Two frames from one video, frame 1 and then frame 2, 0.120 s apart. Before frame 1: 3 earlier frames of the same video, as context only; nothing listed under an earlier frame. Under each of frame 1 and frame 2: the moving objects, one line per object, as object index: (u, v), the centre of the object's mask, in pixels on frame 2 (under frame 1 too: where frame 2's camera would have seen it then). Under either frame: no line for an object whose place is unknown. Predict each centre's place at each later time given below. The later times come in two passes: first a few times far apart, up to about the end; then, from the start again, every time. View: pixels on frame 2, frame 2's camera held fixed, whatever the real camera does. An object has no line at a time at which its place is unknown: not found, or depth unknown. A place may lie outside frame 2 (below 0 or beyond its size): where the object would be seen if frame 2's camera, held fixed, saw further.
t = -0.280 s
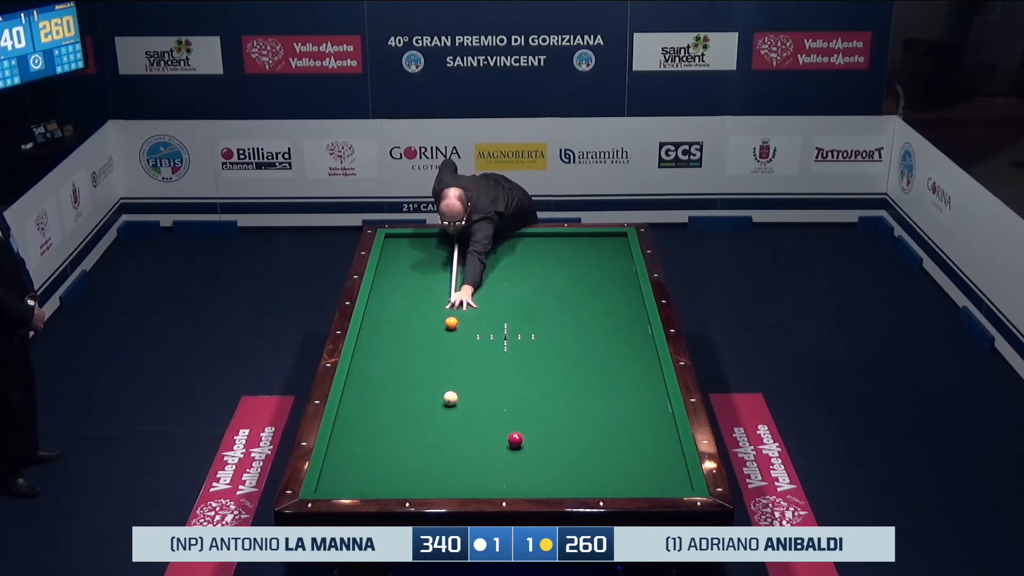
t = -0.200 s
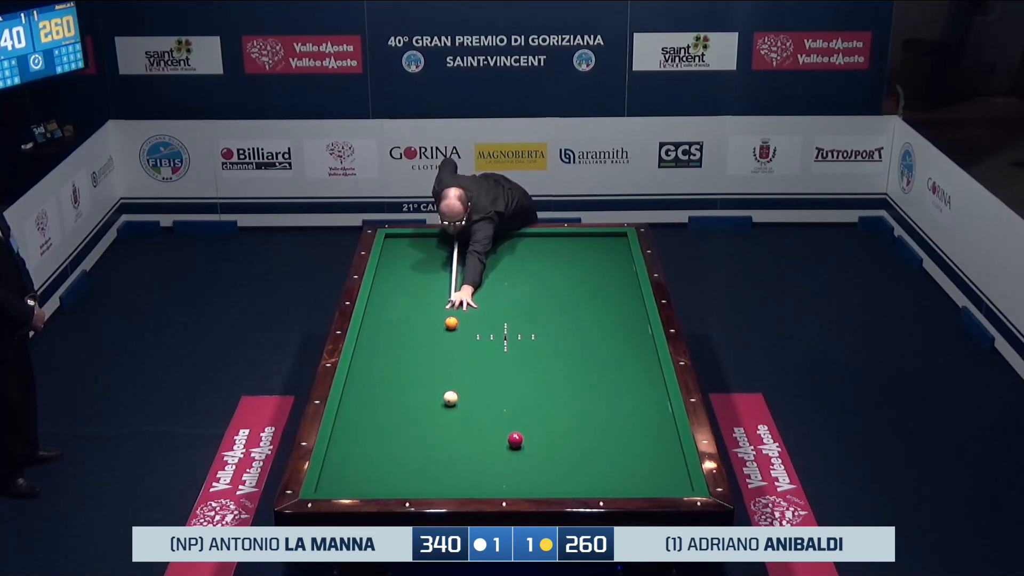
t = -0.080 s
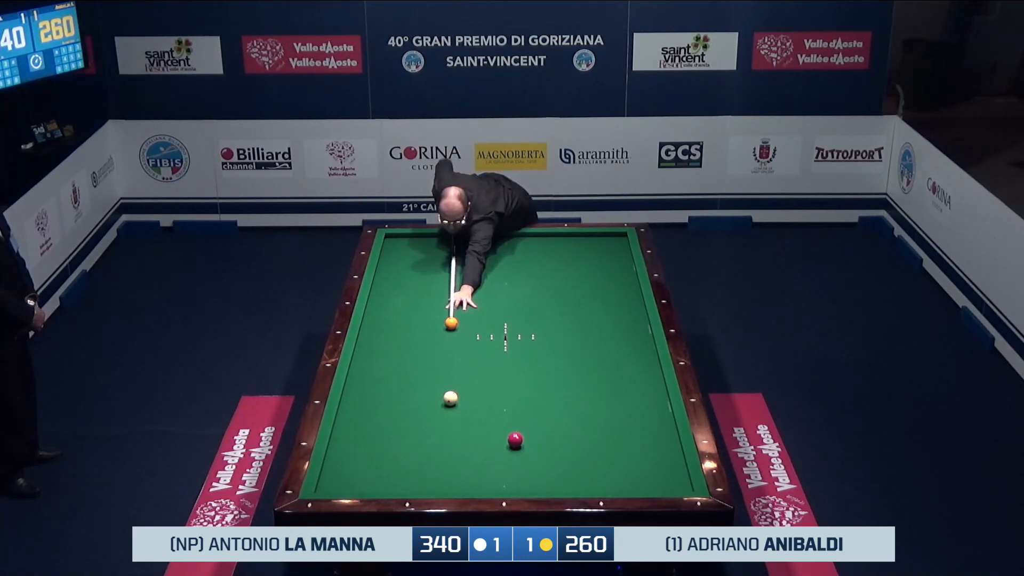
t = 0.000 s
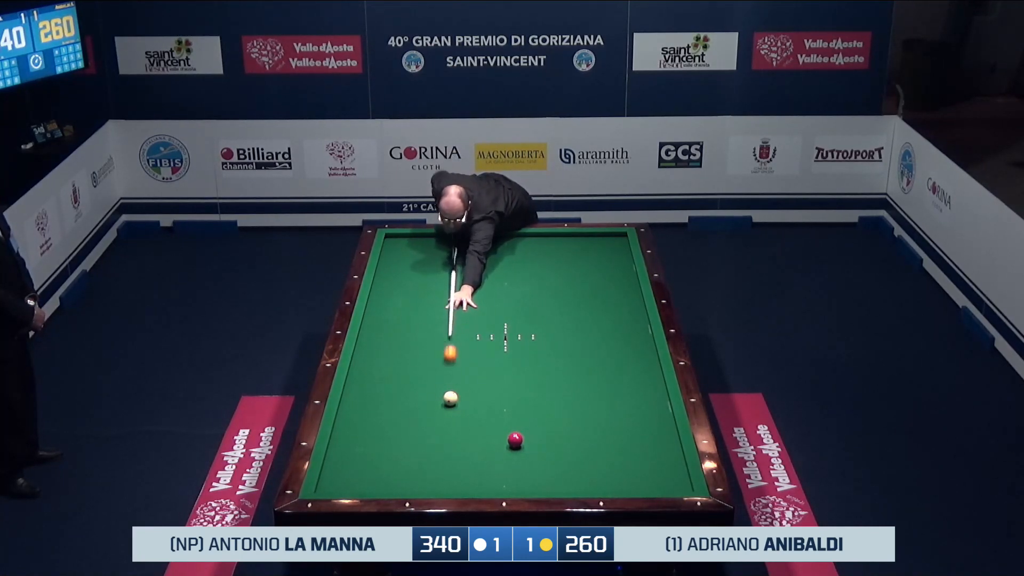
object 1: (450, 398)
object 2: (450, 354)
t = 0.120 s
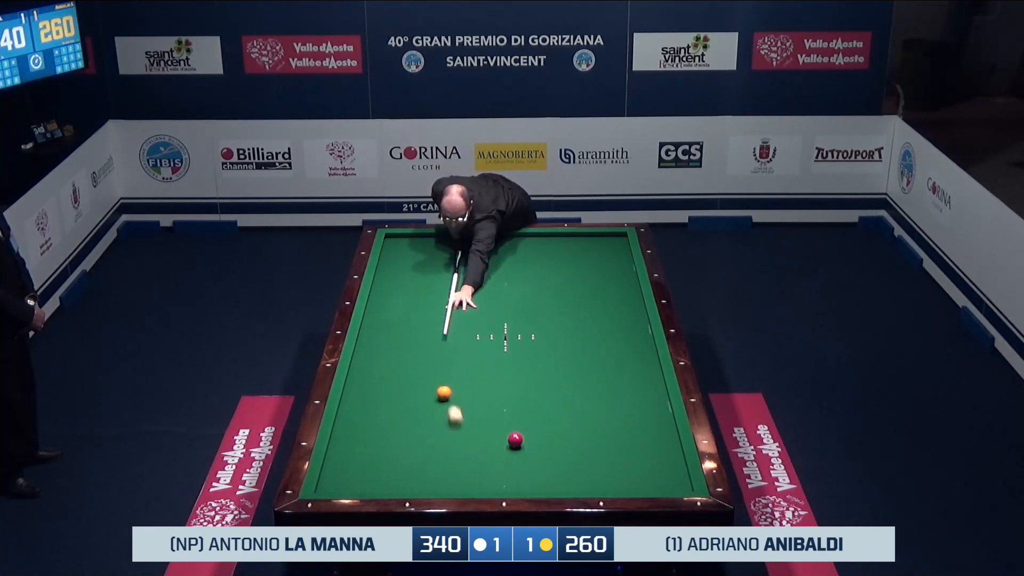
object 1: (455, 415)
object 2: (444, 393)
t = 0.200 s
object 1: (465, 454)
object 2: (435, 396)
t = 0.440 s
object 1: (488, 423)
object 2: (412, 403)
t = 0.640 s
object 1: (499, 367)
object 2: (392, 409)
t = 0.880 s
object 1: (510, 318)
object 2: (369, 417)
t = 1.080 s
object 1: (518, 285)
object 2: (350, 423)
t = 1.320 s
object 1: (526, 251)
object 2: (346, 428)
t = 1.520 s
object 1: (530, 242)
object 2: (355, 432)
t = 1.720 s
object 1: (530, 262)
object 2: (363, 435)
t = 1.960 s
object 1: (531, 283)
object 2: (372, 439)
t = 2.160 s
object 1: (532, 301)
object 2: (380, 442)
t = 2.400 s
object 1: (533, 324)
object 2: (389, 445)
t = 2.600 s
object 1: (534, 345)
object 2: (396, 448)
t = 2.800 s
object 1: (535, 367)
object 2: (403, 451)
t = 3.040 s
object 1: (536, 396)
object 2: (411, 454)
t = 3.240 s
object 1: (536, 422)
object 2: (418, 456)
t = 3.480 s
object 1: (538, 455)
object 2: (425, 459)
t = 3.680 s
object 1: (539, 484)
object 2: (430, 461)
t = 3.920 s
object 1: (537, 467)
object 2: (437, 464)
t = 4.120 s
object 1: (536, 450)
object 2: (442, 466)
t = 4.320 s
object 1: (534, 434)
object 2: (446, 468)
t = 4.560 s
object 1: (533, 416)
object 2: (452, 470)
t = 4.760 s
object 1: (532, 402)
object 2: (456, 472)
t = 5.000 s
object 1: (530, 386)
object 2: (460, 473)
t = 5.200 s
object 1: (530, 374)
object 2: (463, 475)
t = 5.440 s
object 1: (529, 360)
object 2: (467, 476)
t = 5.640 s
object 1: (528, 349)
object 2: (470, 477)
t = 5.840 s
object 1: (527, 339)
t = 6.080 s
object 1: (526, 327)
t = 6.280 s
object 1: (525, 318)
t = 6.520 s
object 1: (524, 307)
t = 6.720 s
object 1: (523, 299)
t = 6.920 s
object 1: (522, 291)
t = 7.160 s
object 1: (522, 282)
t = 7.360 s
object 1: (521, 275)
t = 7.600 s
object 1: (520, 267)
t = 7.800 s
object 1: (519, 261)
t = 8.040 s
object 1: (518, 254)
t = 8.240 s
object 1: (518, 248)
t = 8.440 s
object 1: (517, 242)
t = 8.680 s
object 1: (516, 236)
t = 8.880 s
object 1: (516, 237)
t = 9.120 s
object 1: (516, 240)
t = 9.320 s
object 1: (516, 243)
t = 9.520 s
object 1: (516, 246)
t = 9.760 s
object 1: (516, 250)
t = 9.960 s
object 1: (516, 252)
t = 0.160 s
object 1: (460, 434)
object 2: (439, 395)
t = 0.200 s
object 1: (465, 454)
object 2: (435, 396)
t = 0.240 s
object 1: (470, 475)
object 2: (431, 397)
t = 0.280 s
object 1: (475, 483)
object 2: (428, 399)
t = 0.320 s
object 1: (479, 466)
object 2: (424, 400)
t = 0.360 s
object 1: (482, 451)
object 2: (420, 401)
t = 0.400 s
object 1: (485, 436)
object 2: (416, 402)
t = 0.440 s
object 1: (488, 423)
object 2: (412, 403)
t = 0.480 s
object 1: (490, 410)
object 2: (408, 405)
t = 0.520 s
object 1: (493, 398)
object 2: (404, 406)
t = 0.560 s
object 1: (495, 387)
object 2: (400, 407)
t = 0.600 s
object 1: (498, 377)
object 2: (396, 408)
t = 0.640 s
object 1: (499, 367)
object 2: (392, 409)
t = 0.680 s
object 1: (501, 357)
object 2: (389, 411)
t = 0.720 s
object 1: (503, 349)
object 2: (385, 412)
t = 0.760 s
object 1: (505, 341)
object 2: (381, 413)
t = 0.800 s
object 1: (507, 333)
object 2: (377, 414)
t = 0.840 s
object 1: (508, 326)
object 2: (373, 416)
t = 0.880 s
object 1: (510, 318)
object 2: (369, 417)
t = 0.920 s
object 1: (512, 311)
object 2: (365, 418)
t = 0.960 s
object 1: (513, 305)
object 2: (361, 419)
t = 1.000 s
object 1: (515, 298)
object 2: (358, 421)
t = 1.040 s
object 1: (516, 292)
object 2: (354, 422)
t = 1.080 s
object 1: (518, 285)
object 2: (350, 423)
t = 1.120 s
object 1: (519, 279)
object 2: (346, 424)
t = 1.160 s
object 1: (521, 273)
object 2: (342, 425)
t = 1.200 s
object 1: (522, 267)
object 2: (340, 426)
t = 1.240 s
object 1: (523, 262)
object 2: (343, 427)
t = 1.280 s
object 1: (525, 256)
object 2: (345, 428)
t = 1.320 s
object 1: (526, 251)
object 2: (346, 428)
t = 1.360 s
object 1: (527, 245)
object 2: (348, 429)
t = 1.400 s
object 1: (528, 240)
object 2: (350, 430)
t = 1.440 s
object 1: (530, 235)
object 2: (351, 430)
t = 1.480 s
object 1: (530, 237)
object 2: (353, 431)
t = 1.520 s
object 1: (530, 242)
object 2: (355, 432)
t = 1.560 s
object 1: (530, 246)
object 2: (356, 432)
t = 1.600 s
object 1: (530, 250)
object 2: (358, 433)
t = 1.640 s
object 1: (530, 254)
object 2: (359, 434)
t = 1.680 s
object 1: (530, 258)
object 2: (361, 434)
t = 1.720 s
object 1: (530, 262)
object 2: (363, 435)
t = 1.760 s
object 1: (530, 265)
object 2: (364, 436)
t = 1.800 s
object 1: (530, 269)
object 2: (366, 436)
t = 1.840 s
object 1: (531, 272)
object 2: (368, 437)
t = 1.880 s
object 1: (531, 276)
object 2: (369, 438)
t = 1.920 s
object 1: (531, 279)
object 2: (371, 438)
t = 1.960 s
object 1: (531, 283)
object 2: (372, 439)
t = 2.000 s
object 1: (531, 286)
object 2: (374, 440)
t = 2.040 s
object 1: (531, 290)
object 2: (376, 440)
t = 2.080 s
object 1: (531, 293)
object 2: (377, 441)
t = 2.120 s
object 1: (532, 297)
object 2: (379, 441)
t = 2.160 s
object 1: (532, 301)
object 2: (380, 442)
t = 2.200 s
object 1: (532, 305)
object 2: (382, 442)
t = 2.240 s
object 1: (532, 308)
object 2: (383, 443)
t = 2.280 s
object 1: (532, 312)
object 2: (385, 444)
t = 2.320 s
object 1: (533, 316)
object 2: (386, 444)
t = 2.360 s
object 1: (533, 320)
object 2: (388, 445)
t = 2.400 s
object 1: (533, 324)
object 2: (389, 445)
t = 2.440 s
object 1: (533, 328)
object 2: (391, 446)
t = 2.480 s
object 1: (533, 332)
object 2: (392, 446)
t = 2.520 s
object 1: (533, 336)
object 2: (393, 447)
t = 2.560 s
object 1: (533, 340)
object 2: (395, 448)
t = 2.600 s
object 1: (534, 345)
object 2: (396, 448)
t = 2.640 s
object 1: (534, 349)
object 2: (398, 449)
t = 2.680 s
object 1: (534, 354)
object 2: (399, 449)
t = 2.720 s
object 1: (534, 358)
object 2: (401, 450)
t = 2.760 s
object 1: (534, 362)
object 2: (402, 450)
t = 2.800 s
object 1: (535, 367)
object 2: (403, 451)
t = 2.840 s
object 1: (535, 372)
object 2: (404, 451)
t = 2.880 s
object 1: (535, 376)
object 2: (406, 452)
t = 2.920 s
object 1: (535, 381)
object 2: (407, 452)
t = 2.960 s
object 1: (535, 386)
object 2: (408, 453)
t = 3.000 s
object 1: (535, 391)
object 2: (410, 453)
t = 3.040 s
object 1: (536, 396)
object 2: (411, 454)
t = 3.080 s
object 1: (536, 401)
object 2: (413, 454)
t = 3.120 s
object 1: (536, 406)
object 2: (414, 455)
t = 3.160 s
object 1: (536, 411)
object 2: (415, 455)
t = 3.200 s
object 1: (536, 416)
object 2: (416, 456)
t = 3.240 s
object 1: (536, 422)
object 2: (418, 456)
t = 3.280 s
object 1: (537, 427)
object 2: (419, 457)
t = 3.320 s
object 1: (537, 433)
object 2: (420, 457)
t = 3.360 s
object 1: (537, 438)
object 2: (421, 458)
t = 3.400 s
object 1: (537, 444)
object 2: (422, 458)
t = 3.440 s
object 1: (537, 449)
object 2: (423, 459)
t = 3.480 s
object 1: (538, 455)
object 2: (425, 459)
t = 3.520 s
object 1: (538, 461)
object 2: (426, 460)
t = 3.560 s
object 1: (538, 467)
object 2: (427, 460)
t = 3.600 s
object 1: (538, 473)
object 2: (428, 460)
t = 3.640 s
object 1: (539, 479)
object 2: (429, 461)
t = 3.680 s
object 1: (539, 484)
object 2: (430, 461)
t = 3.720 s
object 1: (539, 486)
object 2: (432, 462)
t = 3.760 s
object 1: (539, 483)
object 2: (432, 462)
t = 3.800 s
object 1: (538, 479)
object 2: (434, 463)
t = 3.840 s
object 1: (538, 474)
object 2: (435, 463)
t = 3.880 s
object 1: (537, 471)
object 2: (436, 464)
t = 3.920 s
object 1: (537, 467)
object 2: (437, 464)
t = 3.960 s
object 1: (537, 464)
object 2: (438, 464)
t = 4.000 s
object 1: (536, 460)
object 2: (439, 465)
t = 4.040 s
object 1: (536, 457)
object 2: (440, 465)
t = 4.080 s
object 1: (536, 453)
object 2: (441, 466)
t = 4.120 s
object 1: (536, 450)
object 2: (442, 466)
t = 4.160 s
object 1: (536, 447)
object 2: (443, 466)
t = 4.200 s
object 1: (535, 444)
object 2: (443, 467)
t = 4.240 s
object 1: (535, 440)
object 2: (444, 467)
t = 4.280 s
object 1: (535, 437)
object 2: (445, 467)
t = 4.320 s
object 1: (534, 434)
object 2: (446, 468)
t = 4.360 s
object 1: (534, 431)
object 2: (447, 468)
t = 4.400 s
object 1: (534, 428)
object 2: (448, 468)
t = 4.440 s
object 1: (533, 425)
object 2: (449, 469)
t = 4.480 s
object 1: (533, 422)
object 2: (450, 469)
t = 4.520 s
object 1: (533, 419)
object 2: (451, 470)
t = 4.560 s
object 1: (533, 416)
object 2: (452, 470)
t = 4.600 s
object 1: (533, 413)
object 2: (452, 470)
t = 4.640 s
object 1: (532, 410)
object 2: (453, 471)
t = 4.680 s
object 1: (532, 407)
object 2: (454, 471)
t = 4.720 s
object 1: (532, 405)
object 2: (455, 471)
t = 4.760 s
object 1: (532, 402)
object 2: (456, 472)
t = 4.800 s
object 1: (531, 399)
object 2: (456, 472)
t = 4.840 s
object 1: (531, 397)
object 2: (457, 472)
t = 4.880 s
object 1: (531, 394)
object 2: (458, 472)
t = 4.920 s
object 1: (531, 391)
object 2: (459, 473)
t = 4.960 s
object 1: (531, 389)
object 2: (459, 473)
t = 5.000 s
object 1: (530, 386)
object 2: (460, 473)
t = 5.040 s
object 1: (530, 384)
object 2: (461, 474)
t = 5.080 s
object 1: (530, 381)
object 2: (462, 474)
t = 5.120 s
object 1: (530, 379)
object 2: (462, 474)
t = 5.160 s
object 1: (530, 376)
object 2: (463, 474)
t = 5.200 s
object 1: (530, 374)
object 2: (463, 475)
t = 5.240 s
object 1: (529, 371)
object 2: (464, 475)
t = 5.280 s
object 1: (529, 369)
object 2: (465, 475)
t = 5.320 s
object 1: (529, 367)
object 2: (465, 475)
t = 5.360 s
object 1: (529, 365)
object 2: (466, 475)
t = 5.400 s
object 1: (529, 362)
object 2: (467, 476)
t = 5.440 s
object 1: (529, 360)
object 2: (467, 476)
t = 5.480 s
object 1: (529, 358)
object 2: (468, 476)
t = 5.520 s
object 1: (528, 355)
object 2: (469, 476)
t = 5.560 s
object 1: (528, 353)
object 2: (469, 477)
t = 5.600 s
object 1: (528, 351)
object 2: (470, 477)
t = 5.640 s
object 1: (528, 349)
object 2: (470, 477)
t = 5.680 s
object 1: (528, 347)
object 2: (470, 477)
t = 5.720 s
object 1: (527, 345)
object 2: (471, 477)
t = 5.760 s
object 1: (527, 343)
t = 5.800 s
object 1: (527, 341)
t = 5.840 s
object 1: (527, 339)
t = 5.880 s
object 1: (527, 337)
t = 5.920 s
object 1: (527, 335)
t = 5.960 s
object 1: (527, 333)
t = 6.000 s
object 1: (527, 331)
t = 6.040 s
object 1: (526, 329)
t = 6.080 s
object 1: (526, 327)
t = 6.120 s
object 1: (526, 325)
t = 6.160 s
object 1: (526, 323)
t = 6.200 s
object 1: (526, 322)
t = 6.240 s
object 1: (525, 320)
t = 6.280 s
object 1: (525, 318)
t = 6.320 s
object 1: (525, 316)
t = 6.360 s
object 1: (525, 314)
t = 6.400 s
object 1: (525, 313)
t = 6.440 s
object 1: (525, 311)
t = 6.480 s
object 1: (525, 309)
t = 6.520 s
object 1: (524, 307)
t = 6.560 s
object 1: (524, 306)
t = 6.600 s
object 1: (524, 304)
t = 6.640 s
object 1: (524, 303)
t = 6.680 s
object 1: (524, 301)
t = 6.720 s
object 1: (523, 299)
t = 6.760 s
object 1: (523, 298)
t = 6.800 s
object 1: (523, 296)
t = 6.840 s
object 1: (523, 294)
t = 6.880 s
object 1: (523, 293)
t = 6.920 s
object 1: (522, 291)
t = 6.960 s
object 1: (522, 290)
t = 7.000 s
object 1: (522, 288)
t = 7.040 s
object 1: (522, 287)
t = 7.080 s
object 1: (522, 285)
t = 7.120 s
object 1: (522, 284)
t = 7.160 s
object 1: (522, 282)
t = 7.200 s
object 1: (521, 281)
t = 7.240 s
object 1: (521, 280)
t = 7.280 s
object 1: (521, 278)
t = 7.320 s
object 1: (521, 277)
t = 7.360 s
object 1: (521, 275)
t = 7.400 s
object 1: (521, 274)
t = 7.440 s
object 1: (520, 273)
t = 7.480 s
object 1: (520, 271)
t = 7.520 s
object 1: (520, 270)
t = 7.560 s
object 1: (520, 269)
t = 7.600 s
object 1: (520, 267)
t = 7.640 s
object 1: (520, 266)
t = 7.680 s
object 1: (520, 265)
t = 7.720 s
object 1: (519, 263)
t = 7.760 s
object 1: (519, 262)
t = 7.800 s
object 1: (519, 261)
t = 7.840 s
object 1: (519, 260)
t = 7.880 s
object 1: (519, 259)
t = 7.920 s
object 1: (519, 257)
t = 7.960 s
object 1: (518, 256)
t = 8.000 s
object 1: (518, 255)
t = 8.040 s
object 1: (518, 254)
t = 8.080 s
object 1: (518, 253)
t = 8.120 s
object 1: (518, 251)
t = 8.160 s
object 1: (518, 250)
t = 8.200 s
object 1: (518, 249)
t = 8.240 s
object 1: (518, 248)
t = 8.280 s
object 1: (518, 247)
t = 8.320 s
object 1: (517, 246)
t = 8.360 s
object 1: (517, 245)
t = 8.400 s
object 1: (517, 243)
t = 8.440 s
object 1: (517, 242)
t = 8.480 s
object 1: (517, 241)
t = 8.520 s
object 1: (517, 240)
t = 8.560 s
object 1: (517, 239)
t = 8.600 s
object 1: (517, 238)
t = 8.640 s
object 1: (516, 237)
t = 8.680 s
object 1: (516, 236)
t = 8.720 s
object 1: (516, 235)
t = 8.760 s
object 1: (516, 235)
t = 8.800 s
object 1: (516, 236)
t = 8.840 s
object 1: (516, 236)
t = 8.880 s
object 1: (516, 237)
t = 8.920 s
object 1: (516, 237)
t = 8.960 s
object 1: (516, 238)
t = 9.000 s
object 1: (516, 239)
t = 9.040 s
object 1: (516, 239)
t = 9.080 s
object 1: (516, 240)
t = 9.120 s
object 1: (516, 240)
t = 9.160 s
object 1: (516, 241)
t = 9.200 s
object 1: (516, 242)
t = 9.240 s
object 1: (516, 242)
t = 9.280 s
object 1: (516, 243)
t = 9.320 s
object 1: (516, 243)
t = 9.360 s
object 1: (516, 244)
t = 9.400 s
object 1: (516, 245)
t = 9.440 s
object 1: (516, 245)
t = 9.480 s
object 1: (516, 246)
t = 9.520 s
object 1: (516, 246)
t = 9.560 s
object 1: (516, 247)
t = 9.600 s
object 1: (516, 247)
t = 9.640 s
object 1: (516, 248)
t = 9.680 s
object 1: (516, 249)
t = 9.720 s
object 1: (516, 249)
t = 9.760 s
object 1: (516, 250)
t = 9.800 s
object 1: (516, 250)
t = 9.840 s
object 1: (516, 251)
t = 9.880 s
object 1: (516, 251)
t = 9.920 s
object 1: (516, 252)
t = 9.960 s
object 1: (516, 252)
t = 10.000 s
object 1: (516, 253)
